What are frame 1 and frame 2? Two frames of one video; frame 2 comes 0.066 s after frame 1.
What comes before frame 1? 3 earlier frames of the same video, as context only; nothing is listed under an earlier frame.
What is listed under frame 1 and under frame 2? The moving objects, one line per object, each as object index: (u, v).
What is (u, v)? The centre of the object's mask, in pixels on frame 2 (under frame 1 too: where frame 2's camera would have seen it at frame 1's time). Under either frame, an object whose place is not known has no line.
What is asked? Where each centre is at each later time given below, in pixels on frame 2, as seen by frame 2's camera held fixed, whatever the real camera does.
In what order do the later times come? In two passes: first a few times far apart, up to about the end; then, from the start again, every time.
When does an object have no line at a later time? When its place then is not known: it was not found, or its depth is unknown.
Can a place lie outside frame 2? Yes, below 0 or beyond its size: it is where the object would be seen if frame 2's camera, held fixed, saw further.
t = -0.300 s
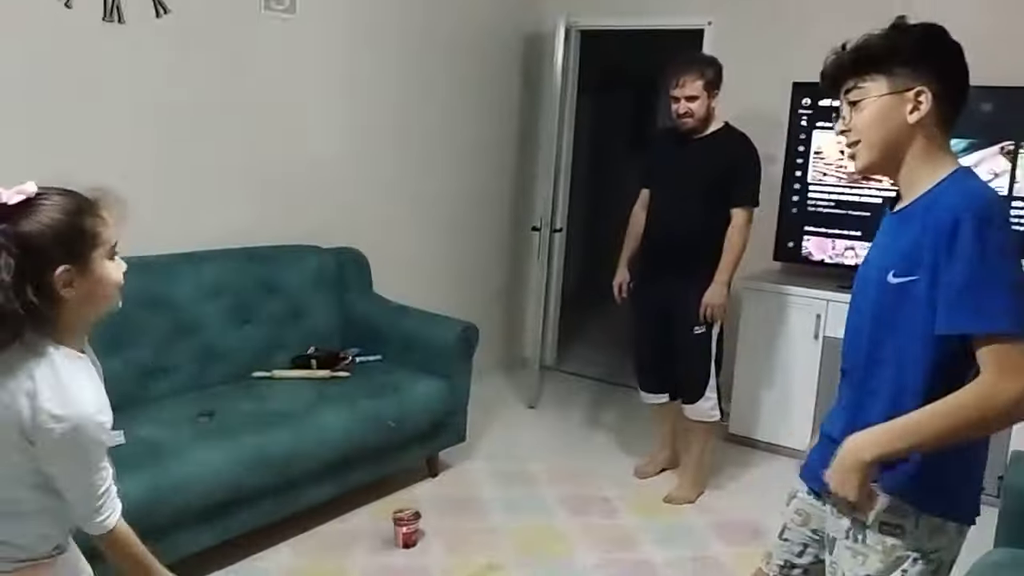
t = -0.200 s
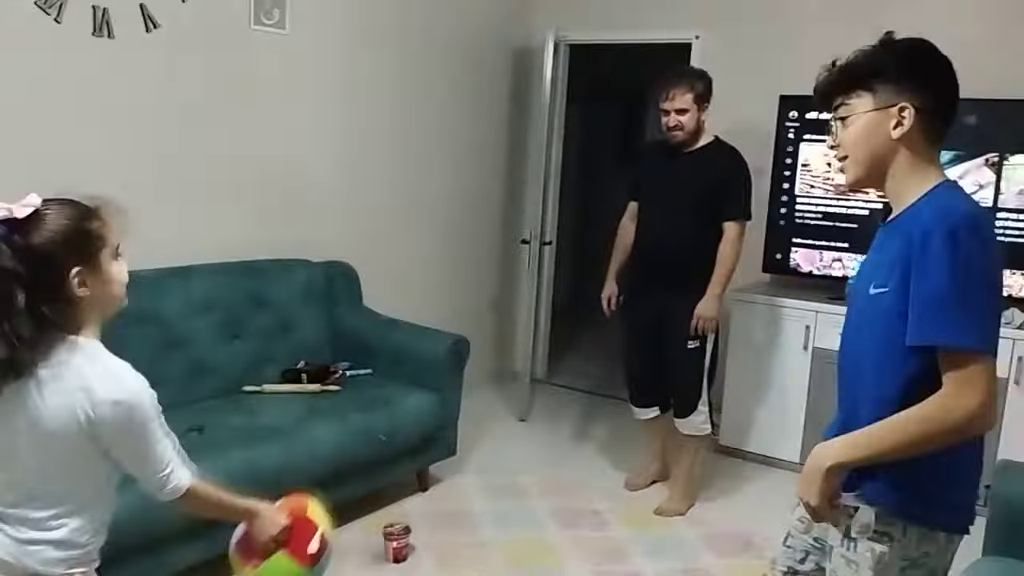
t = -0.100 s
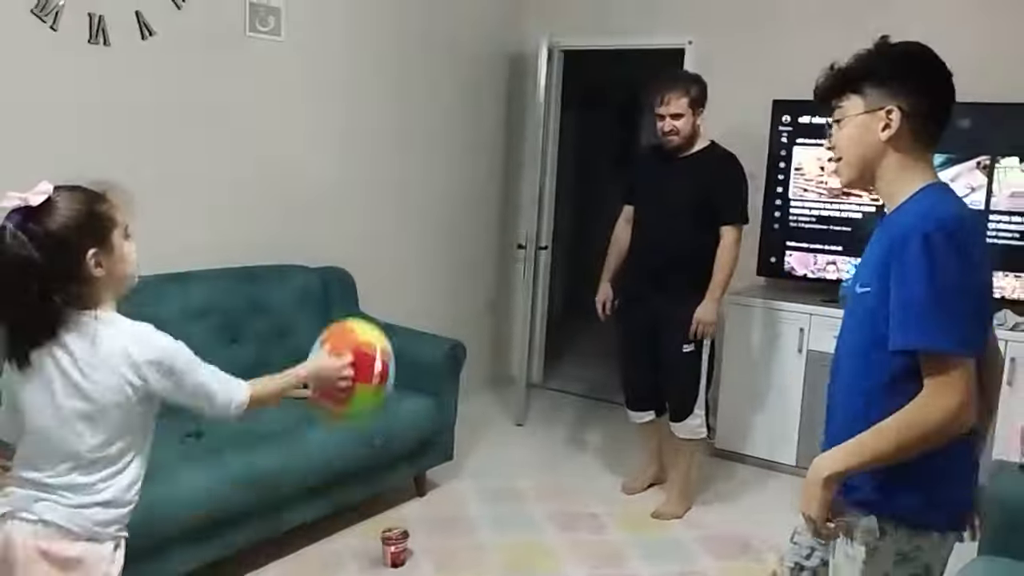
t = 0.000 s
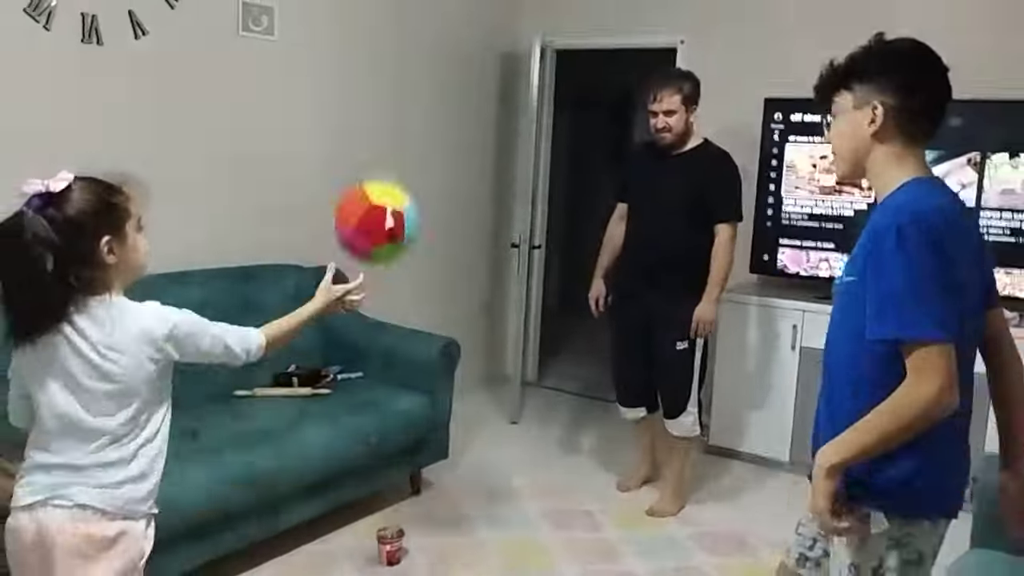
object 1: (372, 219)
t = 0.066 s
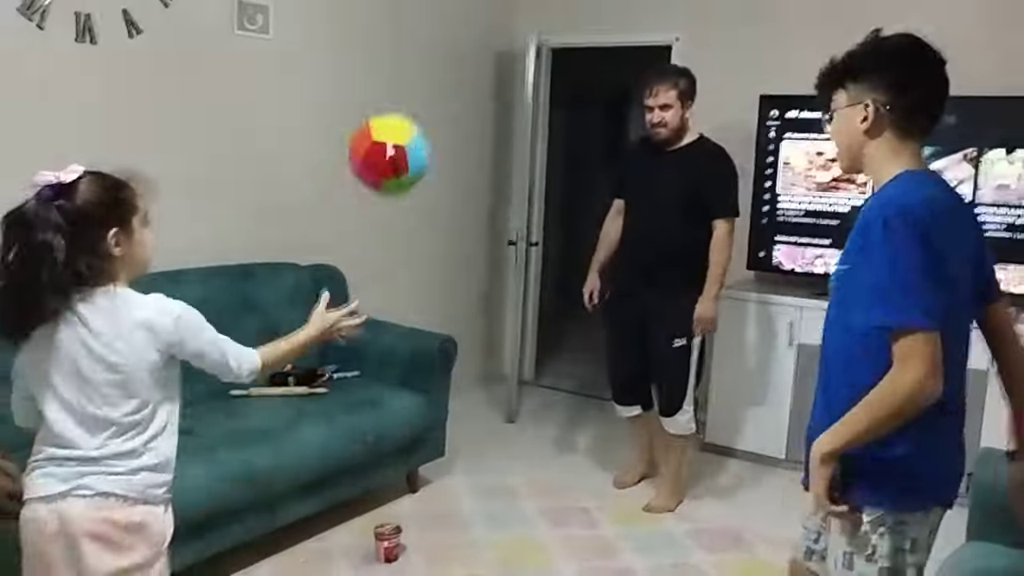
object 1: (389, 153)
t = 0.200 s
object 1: (415, 93)
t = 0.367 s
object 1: (442, 109)
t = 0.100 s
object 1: (397, 130)
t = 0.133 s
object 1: (403, 113)
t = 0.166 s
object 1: (409, 101)
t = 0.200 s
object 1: (415, 93)
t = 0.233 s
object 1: (422, 90)
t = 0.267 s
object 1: (427, 90)
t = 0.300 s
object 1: (432, 93)
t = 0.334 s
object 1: (437, 100)
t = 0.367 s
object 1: (442, 109)
